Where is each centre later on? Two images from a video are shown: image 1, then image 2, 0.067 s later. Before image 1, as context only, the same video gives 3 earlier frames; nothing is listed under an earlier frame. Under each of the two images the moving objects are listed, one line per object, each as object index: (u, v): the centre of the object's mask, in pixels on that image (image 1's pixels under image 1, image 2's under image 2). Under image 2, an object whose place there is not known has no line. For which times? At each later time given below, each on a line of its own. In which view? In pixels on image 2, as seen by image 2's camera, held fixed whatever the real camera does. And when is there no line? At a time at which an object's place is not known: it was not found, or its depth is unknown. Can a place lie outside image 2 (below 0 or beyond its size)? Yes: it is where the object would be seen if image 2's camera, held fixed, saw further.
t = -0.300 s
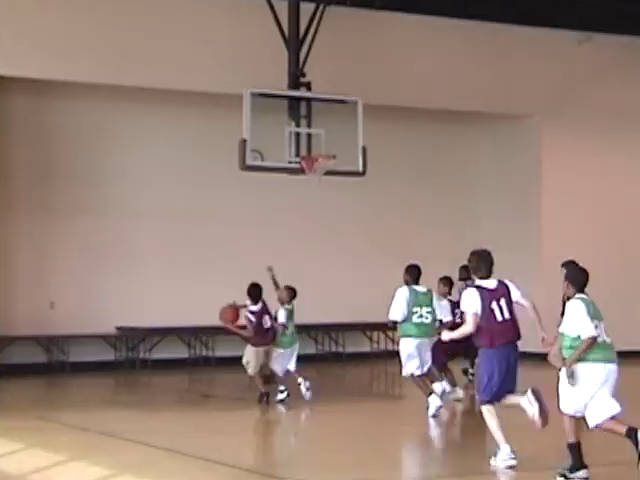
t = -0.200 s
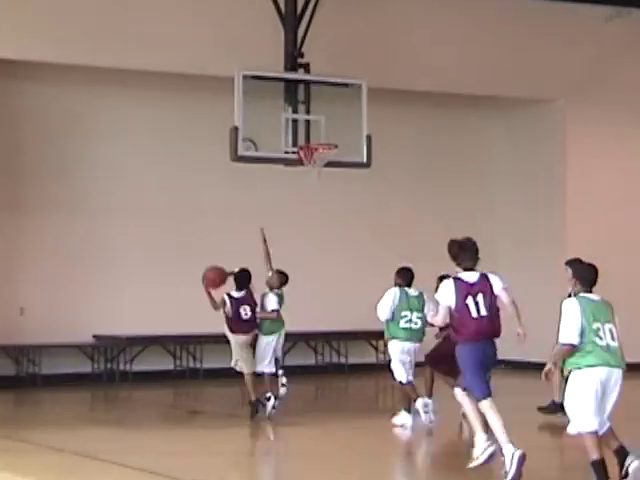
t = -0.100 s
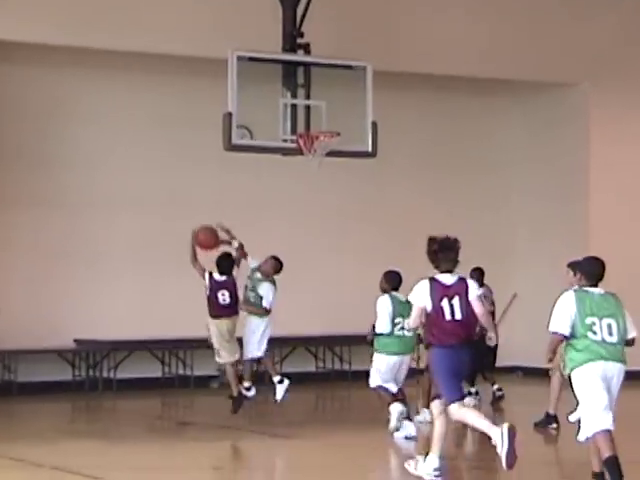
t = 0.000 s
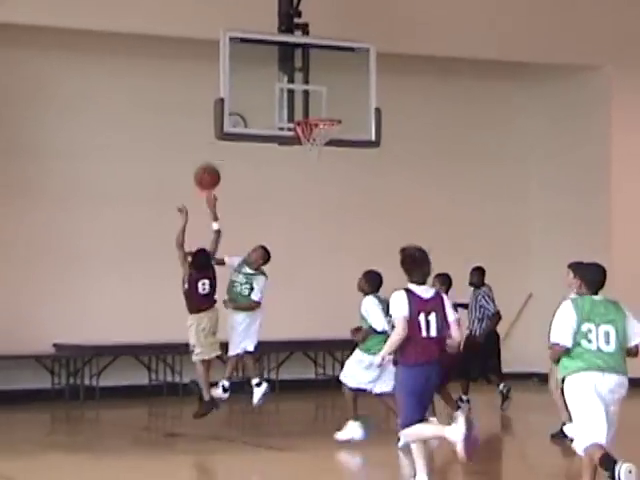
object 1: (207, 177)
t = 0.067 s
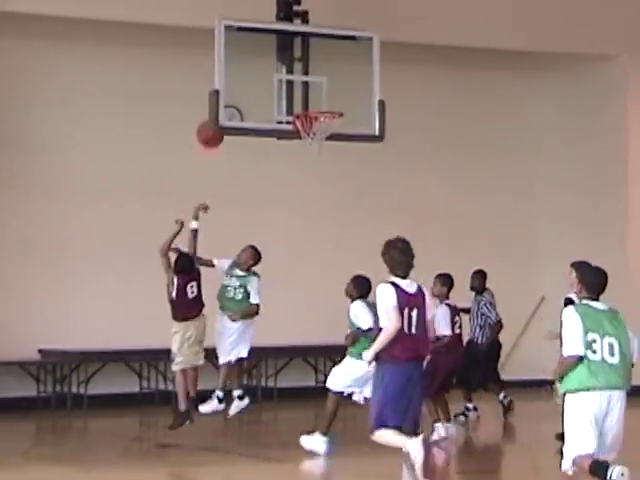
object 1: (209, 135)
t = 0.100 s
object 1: (215, 117)
